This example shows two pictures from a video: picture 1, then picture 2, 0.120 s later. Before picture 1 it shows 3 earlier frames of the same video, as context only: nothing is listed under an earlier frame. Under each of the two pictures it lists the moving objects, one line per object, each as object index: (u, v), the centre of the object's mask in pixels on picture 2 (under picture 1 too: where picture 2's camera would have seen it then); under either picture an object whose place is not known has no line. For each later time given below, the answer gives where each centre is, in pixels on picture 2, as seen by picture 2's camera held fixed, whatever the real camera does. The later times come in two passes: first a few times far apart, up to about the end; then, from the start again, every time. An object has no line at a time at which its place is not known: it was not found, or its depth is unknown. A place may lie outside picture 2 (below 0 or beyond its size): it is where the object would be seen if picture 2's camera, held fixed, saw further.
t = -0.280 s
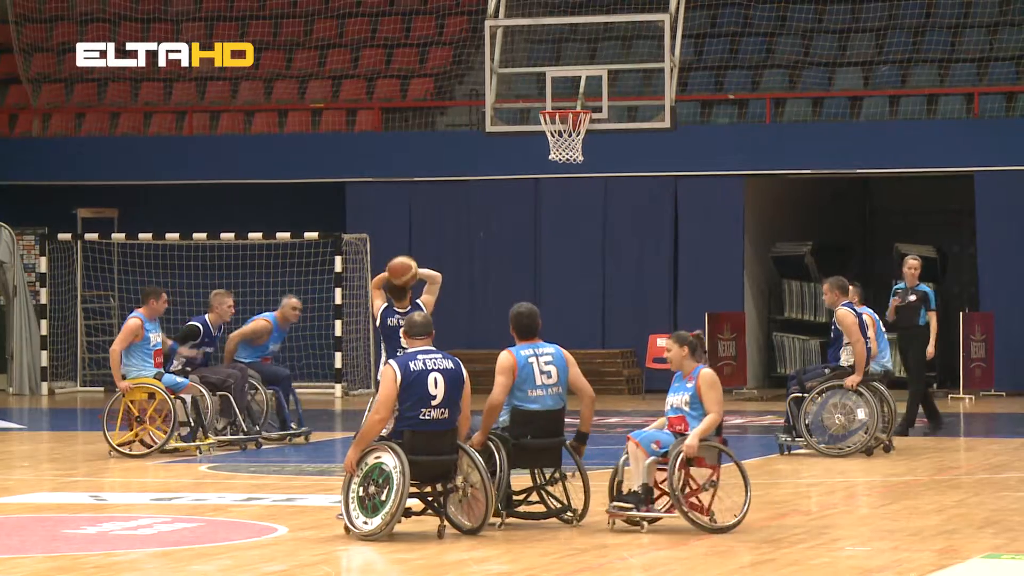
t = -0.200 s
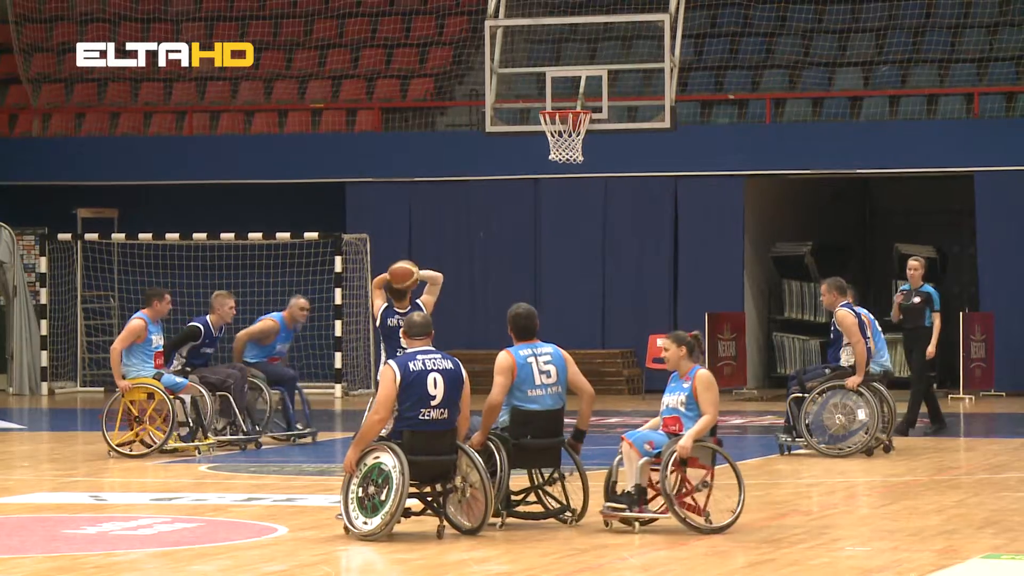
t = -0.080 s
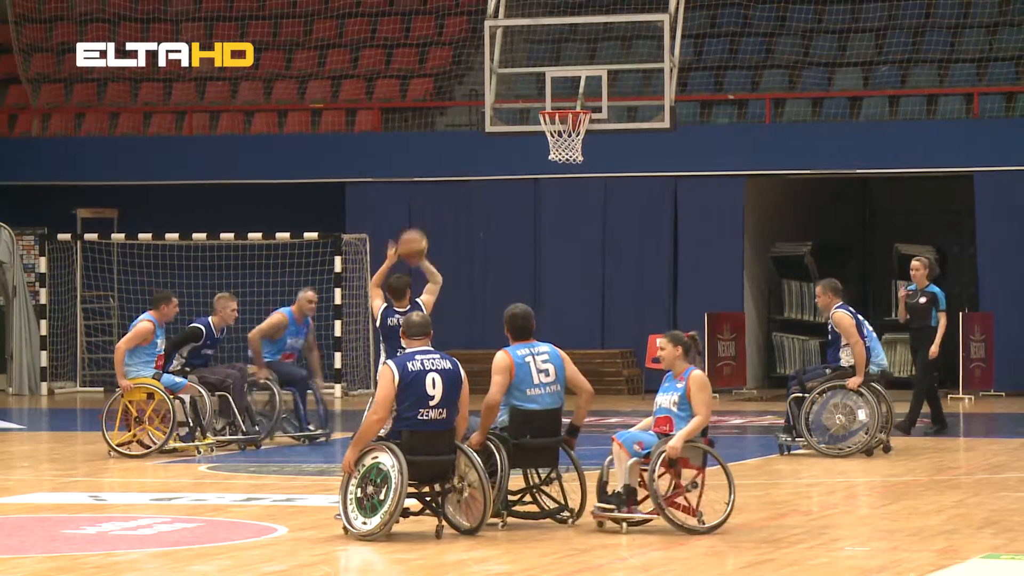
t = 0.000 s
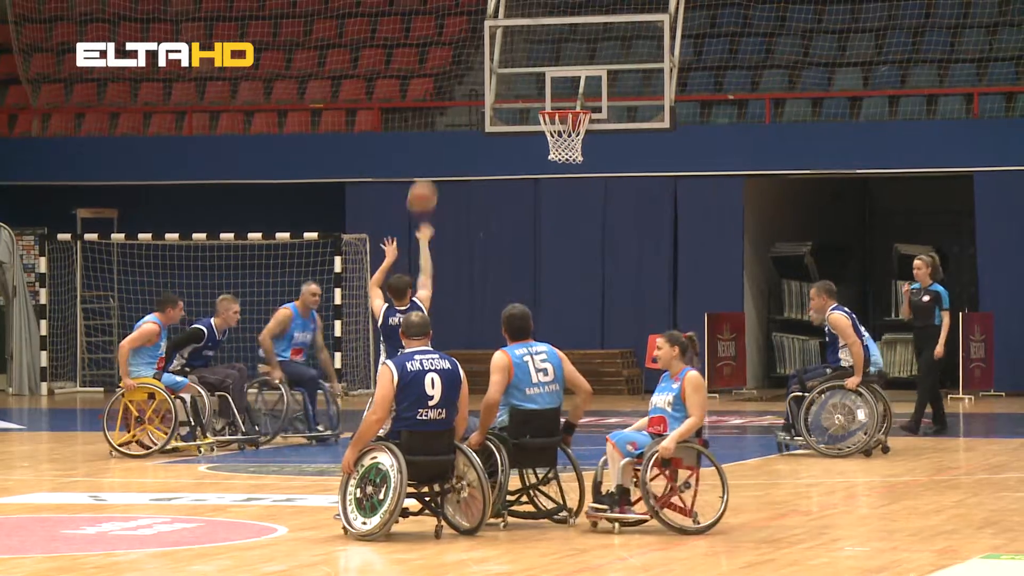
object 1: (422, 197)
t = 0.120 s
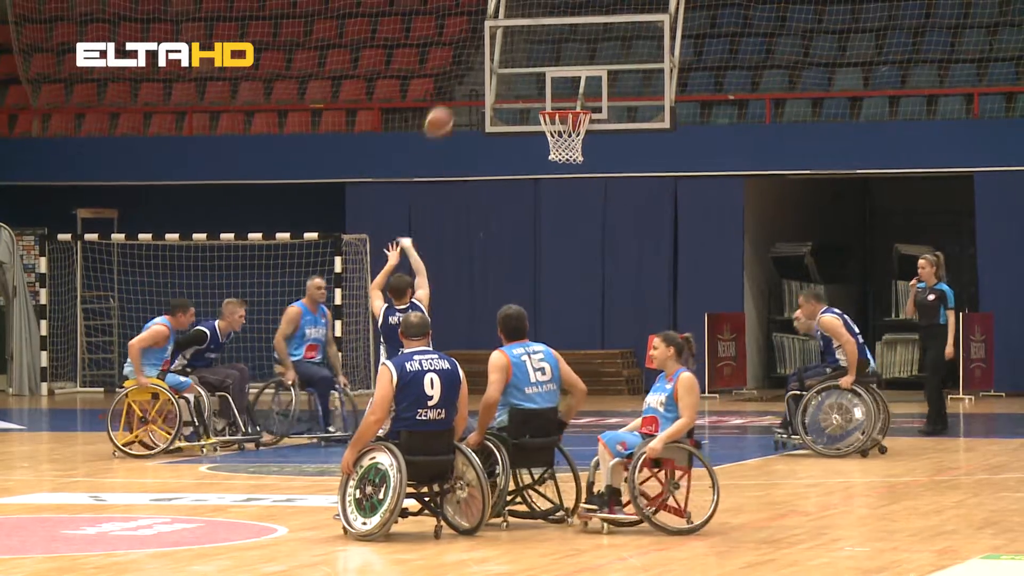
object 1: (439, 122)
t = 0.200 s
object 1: (449, 84)
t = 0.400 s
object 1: (473, 17)
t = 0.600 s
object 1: (498, 4)
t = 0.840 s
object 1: (525, 31)
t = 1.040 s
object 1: (546, 99)
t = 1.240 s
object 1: (546, 59)
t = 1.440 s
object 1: (536, 58)
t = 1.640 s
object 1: (527, 97)
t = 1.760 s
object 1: (521, 144)
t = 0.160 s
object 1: (444, 102)
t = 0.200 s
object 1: (449, 84)
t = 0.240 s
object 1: (454, 66)
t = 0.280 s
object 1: (459, 51)
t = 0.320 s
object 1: (464, 37)
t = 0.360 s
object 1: (469, 26)
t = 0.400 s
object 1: (473, 17)
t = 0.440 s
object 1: (478, 10)
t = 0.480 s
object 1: (483, 8)
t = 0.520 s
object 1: (488, 6)
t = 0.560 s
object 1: (493, 4)
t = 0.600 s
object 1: (498, 4)
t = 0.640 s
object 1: (502, 5)
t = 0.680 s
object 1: (508, 7)
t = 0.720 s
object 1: (512, 9)
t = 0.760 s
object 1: (516, 14)
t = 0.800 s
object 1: (520, 21)
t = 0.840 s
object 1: (525, 31)
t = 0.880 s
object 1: (529, 43)
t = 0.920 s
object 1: (534, 55)
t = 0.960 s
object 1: (537, 70)
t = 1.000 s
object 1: (541, 87)
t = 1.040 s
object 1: (546, 99)
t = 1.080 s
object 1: (548, 89)
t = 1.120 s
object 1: (551, 80)
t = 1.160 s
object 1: (550, 71)
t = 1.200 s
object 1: (548, 64)
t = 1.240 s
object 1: (546, 59)
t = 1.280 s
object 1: (544, 56)
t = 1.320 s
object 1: (542, 54)
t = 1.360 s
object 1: (540, 54)
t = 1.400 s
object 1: (538, 55)
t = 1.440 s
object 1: (536, 58)
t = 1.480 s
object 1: (535, 63)
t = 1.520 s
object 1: (532, 68)
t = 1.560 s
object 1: (531, 76)
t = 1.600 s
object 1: (528, 88)
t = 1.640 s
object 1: (527, 97)
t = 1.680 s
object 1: (524, 112)
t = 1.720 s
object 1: (523, 127)
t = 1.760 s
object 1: (521, 144)
